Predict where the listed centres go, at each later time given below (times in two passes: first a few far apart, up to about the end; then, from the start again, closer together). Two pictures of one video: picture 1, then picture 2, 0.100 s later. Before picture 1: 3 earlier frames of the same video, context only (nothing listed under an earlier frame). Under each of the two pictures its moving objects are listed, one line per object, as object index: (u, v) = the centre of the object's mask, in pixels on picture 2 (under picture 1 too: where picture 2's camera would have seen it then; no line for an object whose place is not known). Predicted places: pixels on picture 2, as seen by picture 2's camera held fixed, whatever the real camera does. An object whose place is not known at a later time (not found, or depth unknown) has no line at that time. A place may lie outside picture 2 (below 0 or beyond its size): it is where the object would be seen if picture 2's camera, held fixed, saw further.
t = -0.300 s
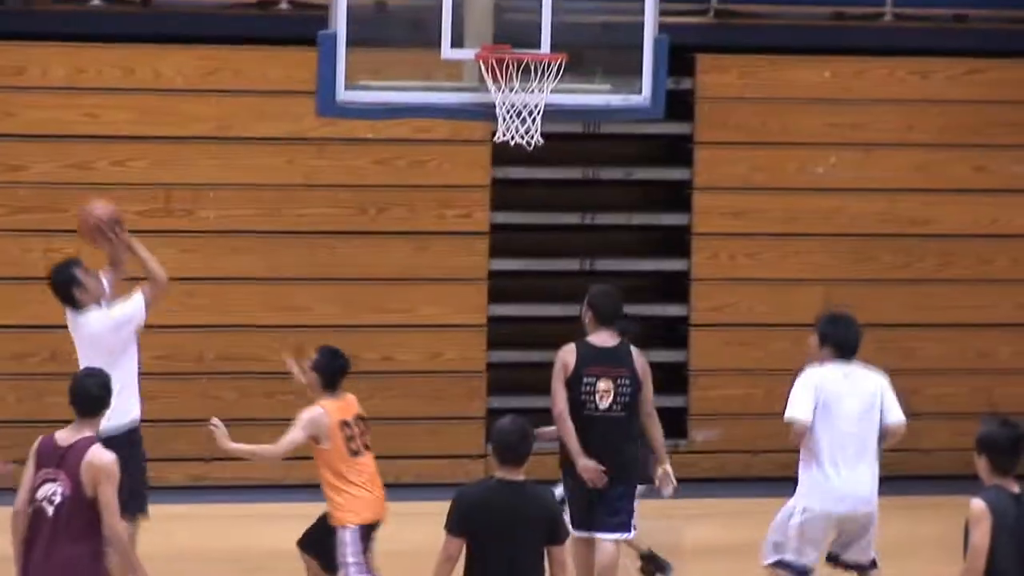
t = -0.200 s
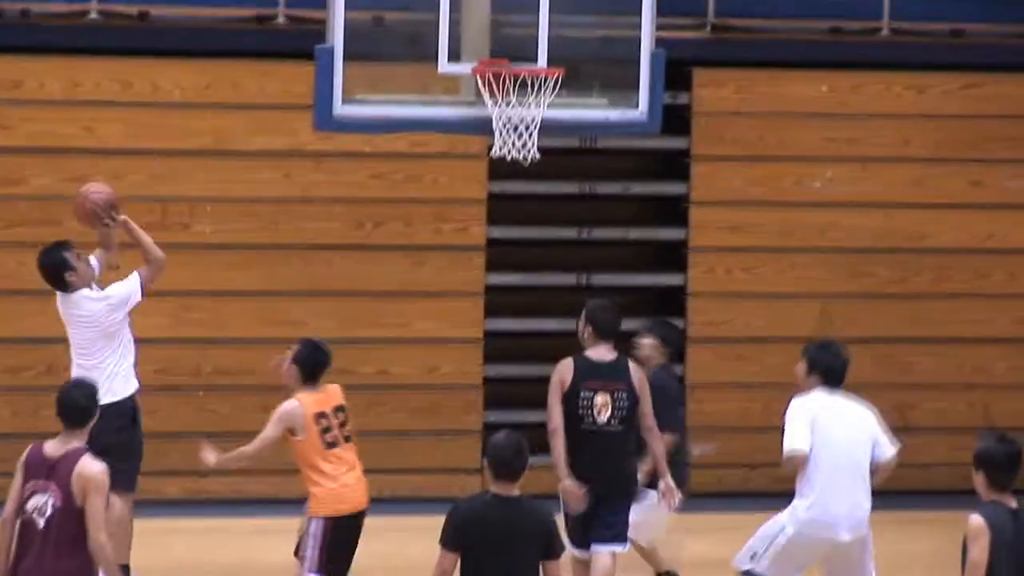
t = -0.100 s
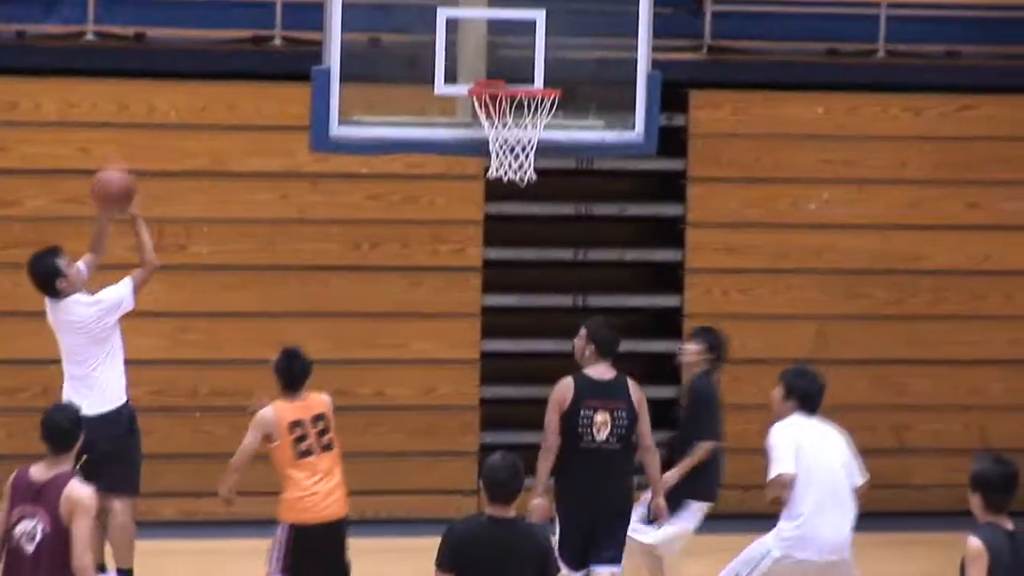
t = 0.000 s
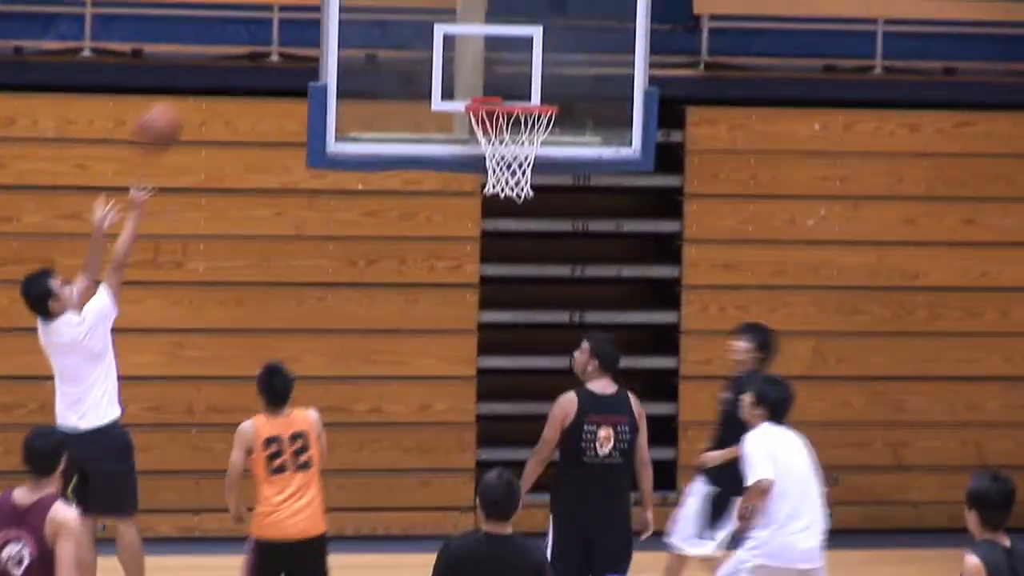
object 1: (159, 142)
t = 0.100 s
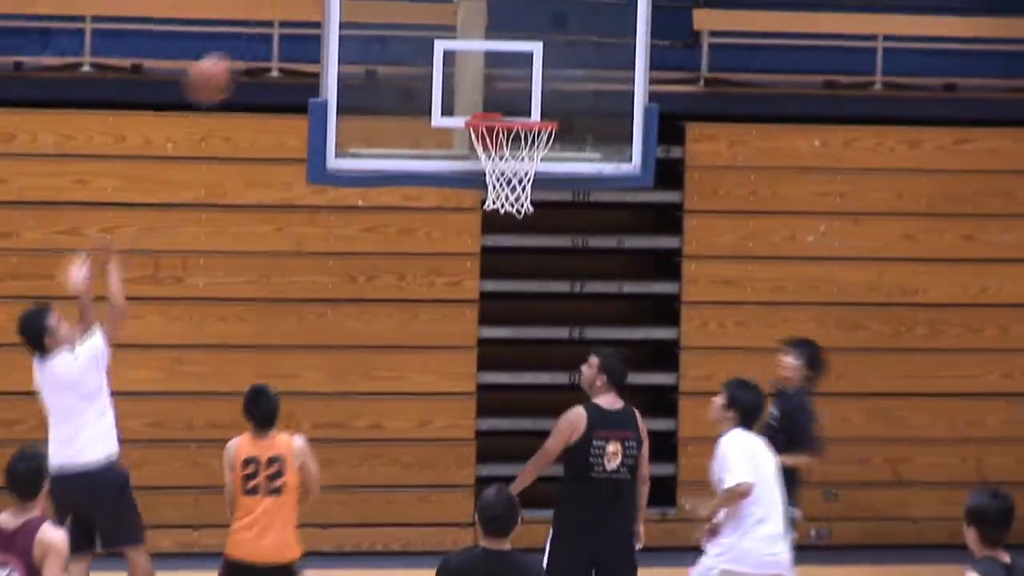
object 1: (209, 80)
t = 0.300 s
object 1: (314, 6)
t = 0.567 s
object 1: (444, 25)
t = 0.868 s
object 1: (507, 147)
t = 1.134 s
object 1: (469, 223)
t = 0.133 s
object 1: (228, 62)
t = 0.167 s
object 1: (246, 47)
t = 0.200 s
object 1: (263, 35)
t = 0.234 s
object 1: (280, 22)
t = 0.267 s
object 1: (299, 12)
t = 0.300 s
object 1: (314, 6)
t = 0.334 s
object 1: (332, 4)
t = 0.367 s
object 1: (349, 3)
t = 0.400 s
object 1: (366, 5)
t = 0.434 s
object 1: (382, 7)
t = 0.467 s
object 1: (397, 9)
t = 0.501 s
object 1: (413, 13)
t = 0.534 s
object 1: (431, 18)
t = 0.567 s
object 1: (444, 25)
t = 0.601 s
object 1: (461, 38)
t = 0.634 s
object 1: (478, 54)
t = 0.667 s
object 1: (492, 69)
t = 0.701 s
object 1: (508, 87)
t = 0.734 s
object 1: (522, 103)
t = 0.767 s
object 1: (528, 113)
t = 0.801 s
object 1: (522, 132)
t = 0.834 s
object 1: (513, 142)
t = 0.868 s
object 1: (507, 147)
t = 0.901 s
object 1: (507, 163)
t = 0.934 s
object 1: (503, 168)
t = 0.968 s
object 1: (496, 172)
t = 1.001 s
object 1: (487, 190)
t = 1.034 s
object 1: (482, 194)
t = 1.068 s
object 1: (479, 201)
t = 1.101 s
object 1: (476, 212)
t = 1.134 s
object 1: (469, 223)
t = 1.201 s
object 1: (458, 259)
